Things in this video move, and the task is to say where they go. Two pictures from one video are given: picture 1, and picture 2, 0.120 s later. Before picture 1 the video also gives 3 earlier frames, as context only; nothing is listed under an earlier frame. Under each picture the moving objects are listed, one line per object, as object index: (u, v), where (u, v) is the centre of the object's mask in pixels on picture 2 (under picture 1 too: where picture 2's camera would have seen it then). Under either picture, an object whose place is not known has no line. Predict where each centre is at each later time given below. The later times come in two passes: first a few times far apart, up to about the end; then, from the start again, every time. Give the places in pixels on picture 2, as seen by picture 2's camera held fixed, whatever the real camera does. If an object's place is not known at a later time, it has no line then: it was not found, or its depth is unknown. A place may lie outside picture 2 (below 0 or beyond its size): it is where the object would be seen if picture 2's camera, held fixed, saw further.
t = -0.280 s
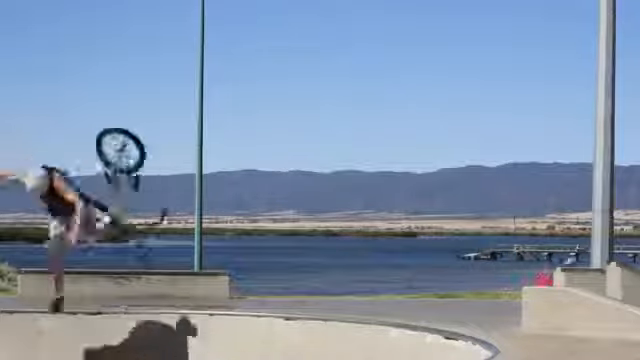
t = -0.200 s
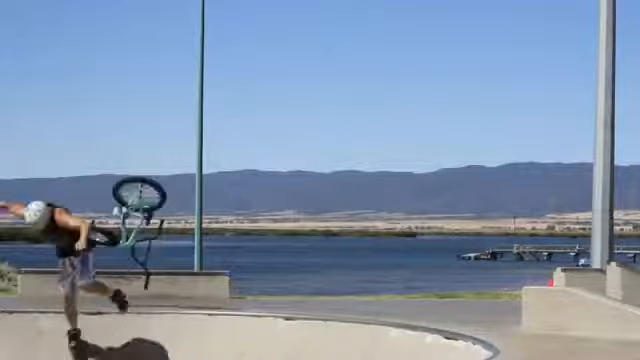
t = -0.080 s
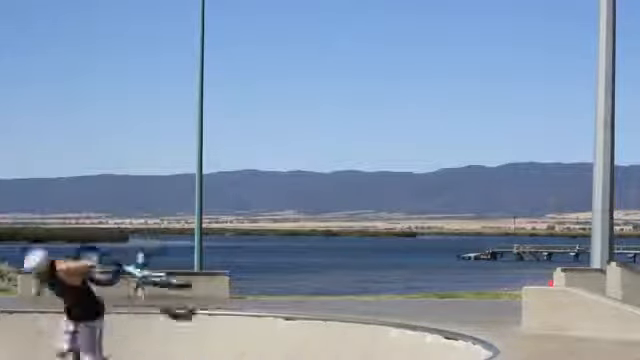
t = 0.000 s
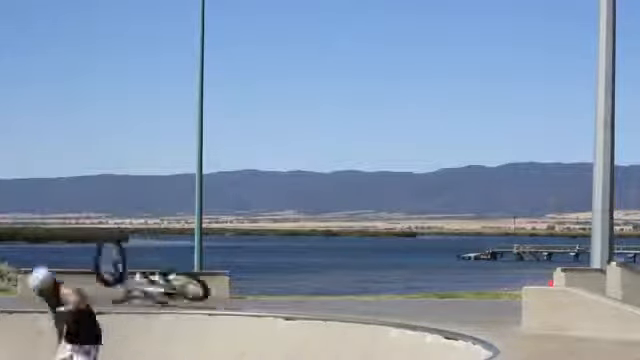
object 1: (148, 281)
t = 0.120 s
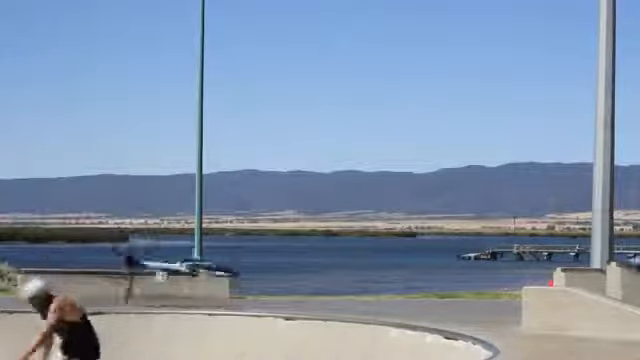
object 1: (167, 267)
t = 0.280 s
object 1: (191, 267)
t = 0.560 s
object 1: (225, 272)
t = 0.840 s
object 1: (253, 281)
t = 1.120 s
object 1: (284, 278)
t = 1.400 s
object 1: (303, 286)
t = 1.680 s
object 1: (314, 285)
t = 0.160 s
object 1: (172, 260)
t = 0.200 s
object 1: (178, 261)
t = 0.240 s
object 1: (184, 264)
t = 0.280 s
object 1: (191, 267)
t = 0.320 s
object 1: (203, 275)
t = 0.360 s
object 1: (213, 277)
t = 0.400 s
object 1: (210, 270)
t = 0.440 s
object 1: (203, 265)
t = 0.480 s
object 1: (210, 265)
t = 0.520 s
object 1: (211, 265)
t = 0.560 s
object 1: (225, 272)
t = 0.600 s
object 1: (227, 275)
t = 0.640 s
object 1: (232, 273)
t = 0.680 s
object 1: (234, 271)
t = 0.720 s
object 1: (233, 267)
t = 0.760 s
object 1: (239, 272)
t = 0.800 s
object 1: (247, 282)
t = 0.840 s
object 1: (253, 281)
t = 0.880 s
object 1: (250, 278)
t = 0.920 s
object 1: (255, 279)
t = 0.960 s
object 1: (260, 282)
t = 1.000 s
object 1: (274, 281)
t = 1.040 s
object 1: (277, 281)
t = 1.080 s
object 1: (281, 278)
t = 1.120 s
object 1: (284, 278)
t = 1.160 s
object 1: (288, 278)
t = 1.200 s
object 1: (292, 280)
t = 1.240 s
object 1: (296, 283)
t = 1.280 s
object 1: (298, 282)
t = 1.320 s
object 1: (300, 282)
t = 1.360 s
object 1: (301, 283)
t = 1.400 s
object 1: (303, 286)
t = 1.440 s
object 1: (305, 286)
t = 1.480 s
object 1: (309, 286)
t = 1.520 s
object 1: (311, 284)
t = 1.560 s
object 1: (312, 285)
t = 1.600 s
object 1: (312, 284)
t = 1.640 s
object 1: (314, 285)
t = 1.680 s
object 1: (314, 285)
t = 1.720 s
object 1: (309, 291)
